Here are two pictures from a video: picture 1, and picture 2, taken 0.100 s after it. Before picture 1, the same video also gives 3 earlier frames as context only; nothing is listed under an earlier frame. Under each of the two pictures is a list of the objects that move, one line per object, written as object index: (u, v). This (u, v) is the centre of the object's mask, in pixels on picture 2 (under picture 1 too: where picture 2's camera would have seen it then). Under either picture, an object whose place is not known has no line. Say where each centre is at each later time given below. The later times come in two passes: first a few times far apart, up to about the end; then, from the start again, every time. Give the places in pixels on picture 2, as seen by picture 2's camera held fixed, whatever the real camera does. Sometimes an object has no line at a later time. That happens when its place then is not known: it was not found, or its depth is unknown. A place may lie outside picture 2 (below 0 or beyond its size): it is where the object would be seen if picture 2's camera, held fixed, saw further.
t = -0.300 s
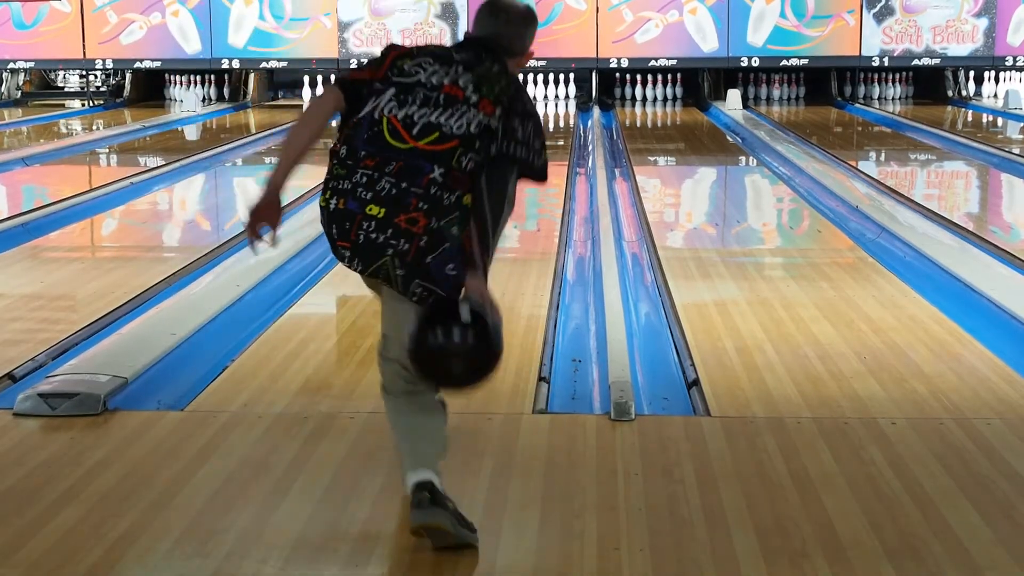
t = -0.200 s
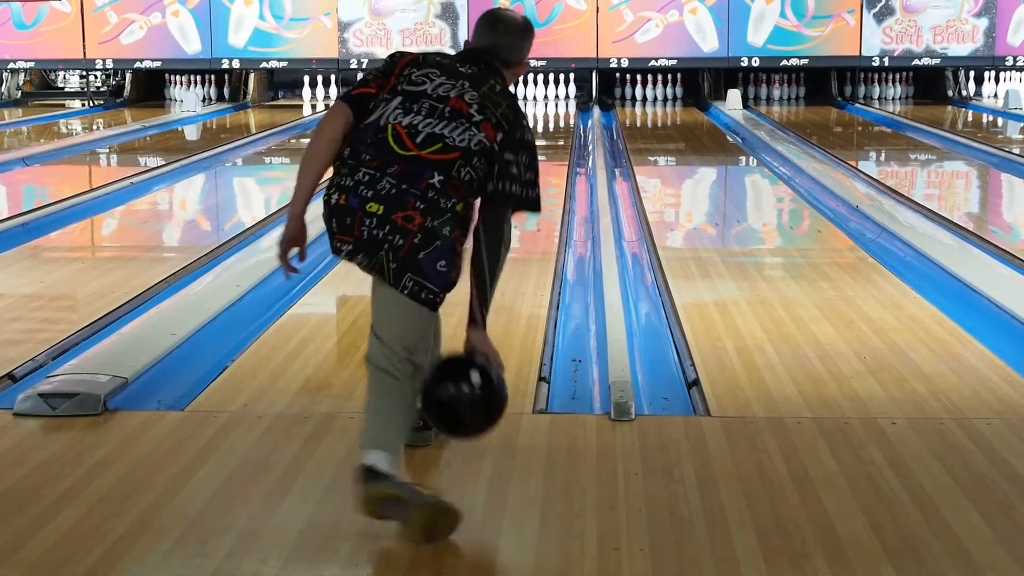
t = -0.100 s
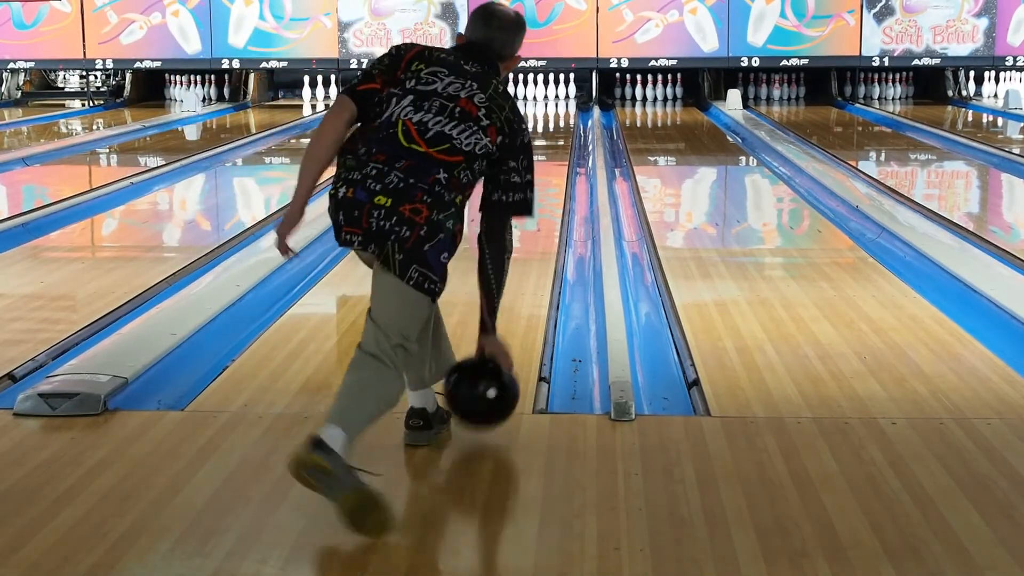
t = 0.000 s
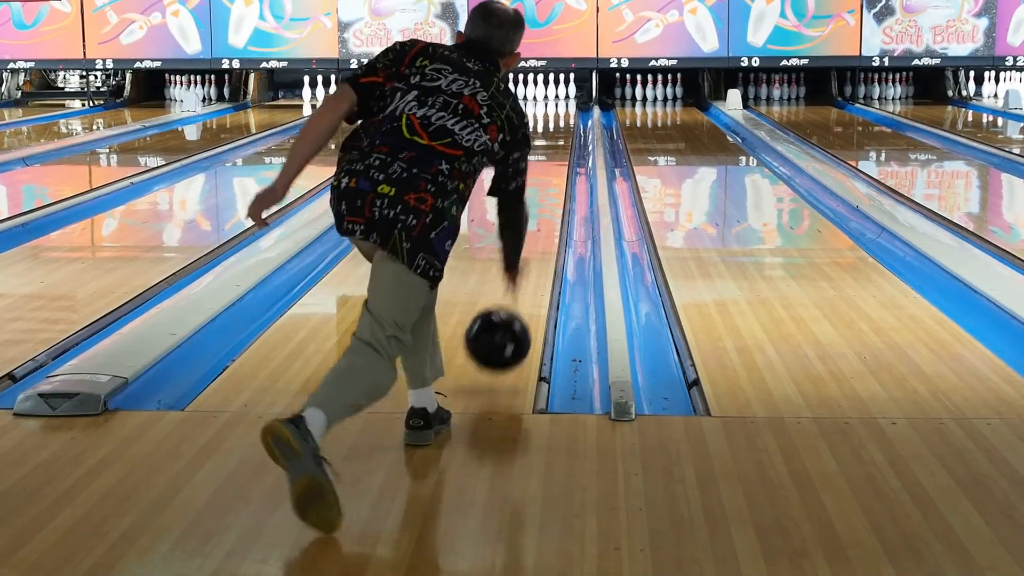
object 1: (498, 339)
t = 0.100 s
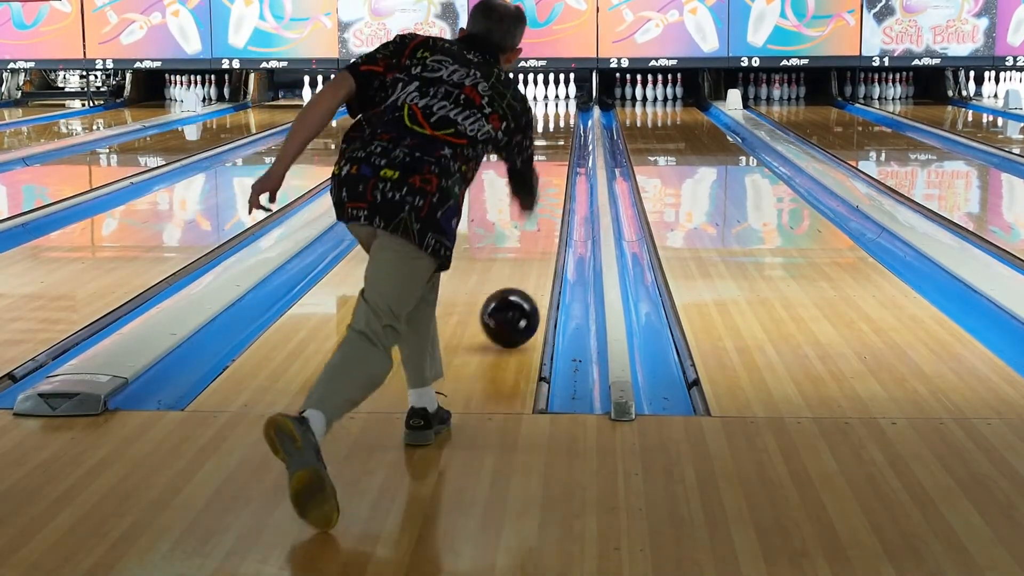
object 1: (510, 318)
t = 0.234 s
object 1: (523, 282)
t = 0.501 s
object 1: (540, 230)
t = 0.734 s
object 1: (548, 200)
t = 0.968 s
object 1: (553, 178)
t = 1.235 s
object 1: (558, 157)
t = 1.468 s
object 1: (559, 144)
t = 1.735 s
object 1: (561, 131)
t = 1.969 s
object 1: (562, 123)
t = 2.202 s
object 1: (562, 116)
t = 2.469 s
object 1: (561, 109)
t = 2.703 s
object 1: (559, 103)
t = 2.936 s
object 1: (557, 99)
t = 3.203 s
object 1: (552, 94)
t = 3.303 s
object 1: (552, 93)
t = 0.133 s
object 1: (513, 306)
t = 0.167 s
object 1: (517, 295)
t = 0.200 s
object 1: (520, 288)
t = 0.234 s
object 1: (523, 282)
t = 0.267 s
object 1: (525, 274)
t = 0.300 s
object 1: (528, 267)
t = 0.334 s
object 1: (530, 260)
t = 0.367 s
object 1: (532, 253)
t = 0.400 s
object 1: (534, 247)
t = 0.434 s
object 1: (536, 241)
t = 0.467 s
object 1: (538, 235)
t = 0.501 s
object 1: (540, 230)
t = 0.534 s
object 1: (541, 225)
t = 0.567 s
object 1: (543, 220)
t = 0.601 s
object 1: (544, 216)
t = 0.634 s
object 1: (545, 211)
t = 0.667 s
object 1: (546, 207)
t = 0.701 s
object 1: (547, 203)
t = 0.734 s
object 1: (548, 200)
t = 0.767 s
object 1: (549, 196)
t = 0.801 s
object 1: (550, 193)
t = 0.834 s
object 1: (551, 189)
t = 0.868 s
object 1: (551, 186)
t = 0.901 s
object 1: (552, 183)
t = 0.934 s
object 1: (553, 180)
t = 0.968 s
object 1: (553, 178)
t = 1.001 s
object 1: (554, 175)
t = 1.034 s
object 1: (555, 172)
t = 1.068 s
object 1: (555, 169)
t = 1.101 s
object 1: (556, 167)
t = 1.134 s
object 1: (556, 164)
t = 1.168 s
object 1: (557, 162)
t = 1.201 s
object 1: (557, 159)
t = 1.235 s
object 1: (558, 157)
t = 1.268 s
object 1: (558, 155)
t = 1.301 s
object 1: (558, 153)
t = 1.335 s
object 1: (558, 151)
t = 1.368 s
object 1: (559, 149)
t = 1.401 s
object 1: (559, 147)
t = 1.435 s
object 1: (559, 145)
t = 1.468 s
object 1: (559, 144)
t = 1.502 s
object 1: (559, 142)
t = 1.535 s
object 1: (560, 140)
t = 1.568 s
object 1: (560, 139)
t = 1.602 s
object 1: (561, 137)
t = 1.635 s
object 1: (561, 136)
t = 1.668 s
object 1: (561, 134)
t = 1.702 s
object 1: (561, 133)
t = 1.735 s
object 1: (561, 131)
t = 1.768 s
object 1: (561, 130)
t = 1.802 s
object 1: (561, 129)
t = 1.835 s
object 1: (561, 128)
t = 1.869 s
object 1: (562, 126)
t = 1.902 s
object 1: (561, 125)
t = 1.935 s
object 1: (561, 124)
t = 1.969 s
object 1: (562, 123)
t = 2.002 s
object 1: (562, 122)
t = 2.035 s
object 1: (562, 121)
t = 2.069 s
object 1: (562, 119)
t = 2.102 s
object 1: (562, 118)
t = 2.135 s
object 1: (562, 117)
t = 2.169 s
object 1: (562, 116)
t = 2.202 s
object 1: (562, 116)
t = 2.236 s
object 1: (562, 115)
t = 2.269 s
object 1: (561, 113)
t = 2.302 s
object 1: (562, 113)
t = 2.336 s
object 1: (561, 112)
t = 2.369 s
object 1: (561, 111)
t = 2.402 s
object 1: (561, 110)
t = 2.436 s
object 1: (561, 109)
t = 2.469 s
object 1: (561, 109)
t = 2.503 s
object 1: (561, 108)
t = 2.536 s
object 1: (560, 107)
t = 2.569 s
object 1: (560, 106)
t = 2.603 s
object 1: (560, 106)
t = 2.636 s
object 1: (560, 105)
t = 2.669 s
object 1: (560, 104)
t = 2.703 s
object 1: (559, 103)
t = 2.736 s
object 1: (559, 103)
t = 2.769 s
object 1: (559, 102)
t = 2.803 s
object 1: (559, 101)
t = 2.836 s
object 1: (558, 101)
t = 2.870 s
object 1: (558, 100)
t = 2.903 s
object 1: (557, 99)
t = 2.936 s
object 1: (557, 99)
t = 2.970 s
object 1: (557, 98)
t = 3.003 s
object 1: (556, 97)
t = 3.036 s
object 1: (555, 97)
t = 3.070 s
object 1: (555, 96)
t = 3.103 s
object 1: (554, 96)
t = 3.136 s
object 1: (554, 95)
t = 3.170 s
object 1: (553, 95)
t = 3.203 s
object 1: (552, 94)
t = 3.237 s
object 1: (552, 94)
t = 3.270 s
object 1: (551, 94)
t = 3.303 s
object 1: (552, 93)
